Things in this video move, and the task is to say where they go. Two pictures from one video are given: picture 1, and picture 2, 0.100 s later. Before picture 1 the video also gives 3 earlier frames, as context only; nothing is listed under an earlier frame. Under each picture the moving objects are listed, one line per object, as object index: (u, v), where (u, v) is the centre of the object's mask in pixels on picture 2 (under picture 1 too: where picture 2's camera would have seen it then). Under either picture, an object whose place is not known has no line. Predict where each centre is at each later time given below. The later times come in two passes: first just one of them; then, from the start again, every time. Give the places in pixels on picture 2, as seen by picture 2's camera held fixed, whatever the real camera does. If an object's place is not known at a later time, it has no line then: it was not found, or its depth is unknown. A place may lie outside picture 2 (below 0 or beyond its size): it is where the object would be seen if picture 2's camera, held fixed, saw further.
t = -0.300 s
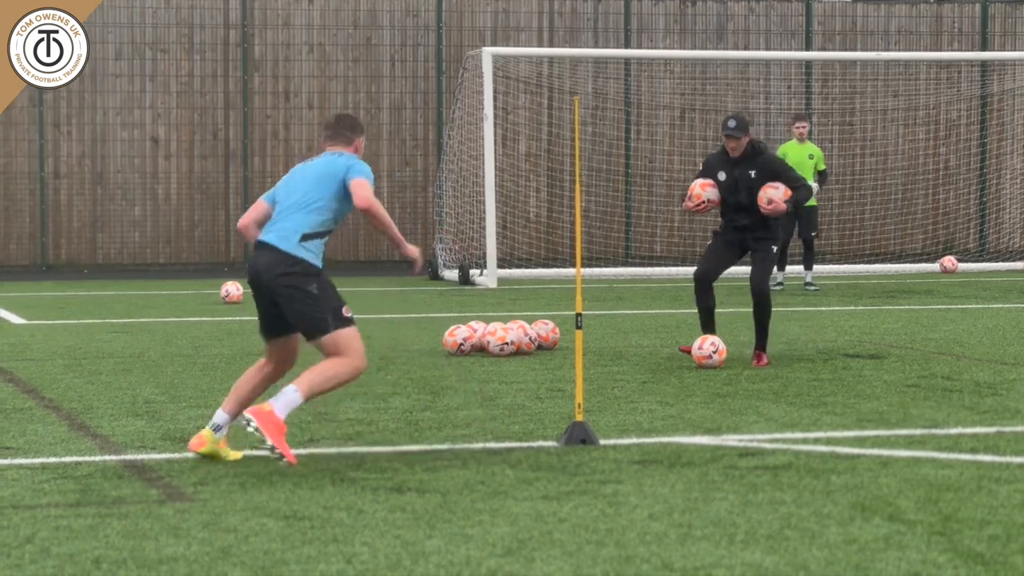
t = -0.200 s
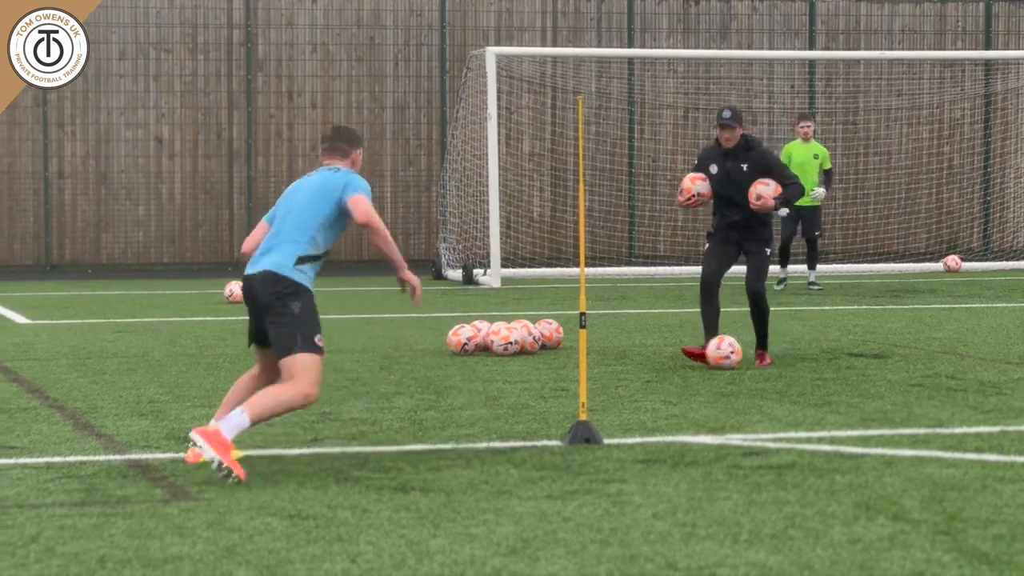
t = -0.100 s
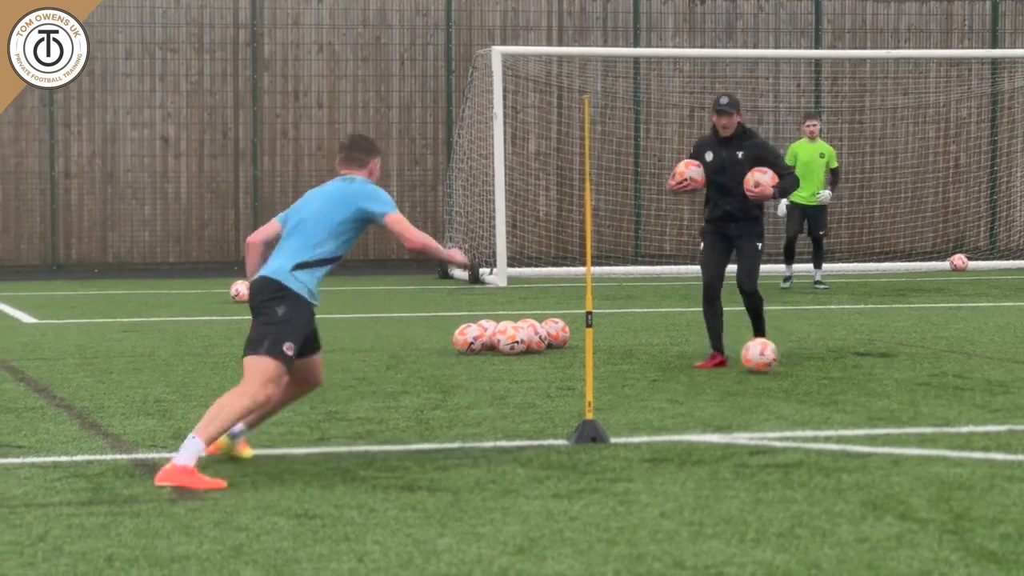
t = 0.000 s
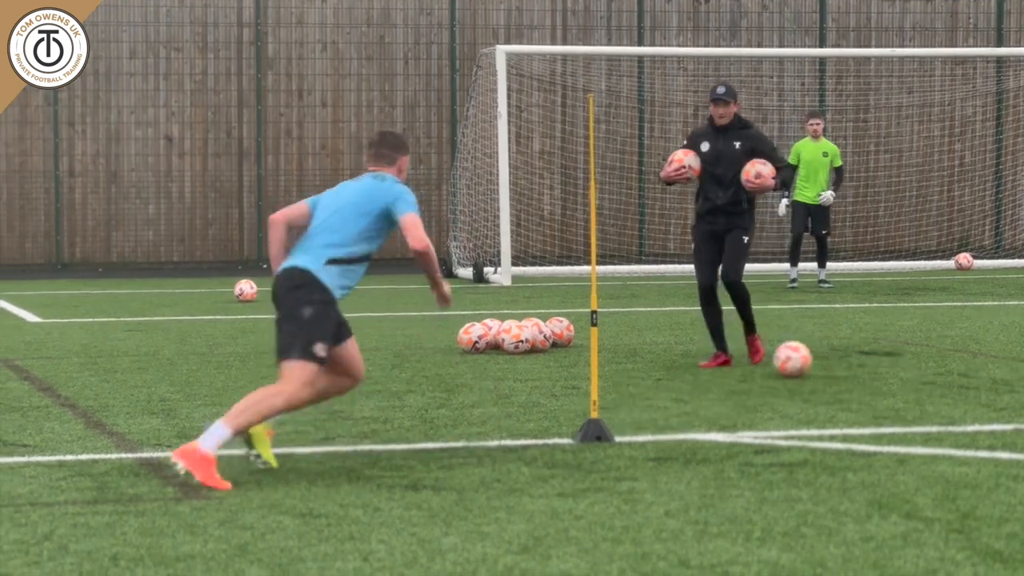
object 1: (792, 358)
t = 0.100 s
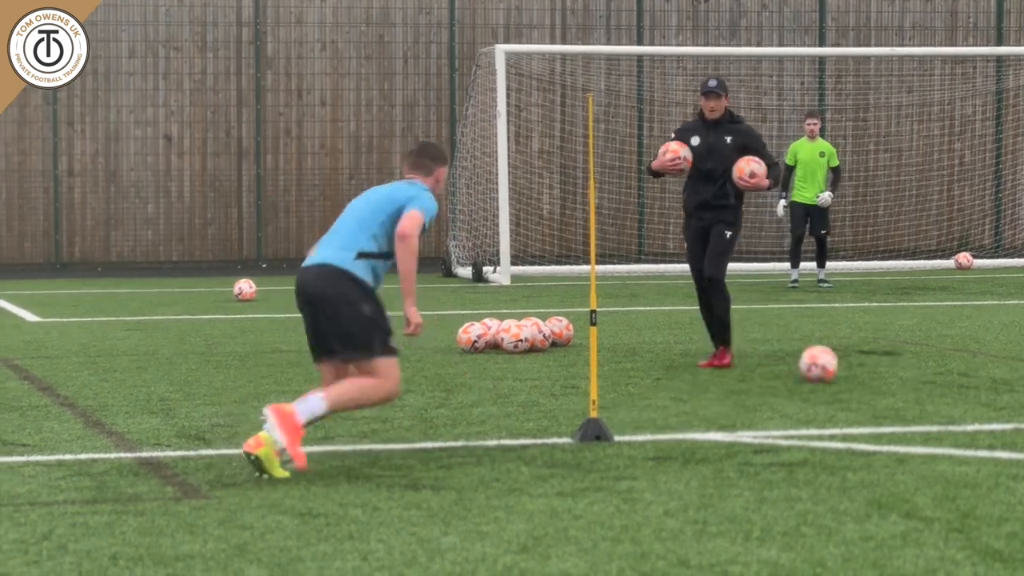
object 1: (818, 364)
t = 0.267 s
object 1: (858, 369)
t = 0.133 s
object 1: (826, 365)
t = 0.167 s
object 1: (835, 365)
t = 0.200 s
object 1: (843, 368)
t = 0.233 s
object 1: (851, 370)
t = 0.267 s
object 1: (858, 369)
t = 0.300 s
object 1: (864, 371)
